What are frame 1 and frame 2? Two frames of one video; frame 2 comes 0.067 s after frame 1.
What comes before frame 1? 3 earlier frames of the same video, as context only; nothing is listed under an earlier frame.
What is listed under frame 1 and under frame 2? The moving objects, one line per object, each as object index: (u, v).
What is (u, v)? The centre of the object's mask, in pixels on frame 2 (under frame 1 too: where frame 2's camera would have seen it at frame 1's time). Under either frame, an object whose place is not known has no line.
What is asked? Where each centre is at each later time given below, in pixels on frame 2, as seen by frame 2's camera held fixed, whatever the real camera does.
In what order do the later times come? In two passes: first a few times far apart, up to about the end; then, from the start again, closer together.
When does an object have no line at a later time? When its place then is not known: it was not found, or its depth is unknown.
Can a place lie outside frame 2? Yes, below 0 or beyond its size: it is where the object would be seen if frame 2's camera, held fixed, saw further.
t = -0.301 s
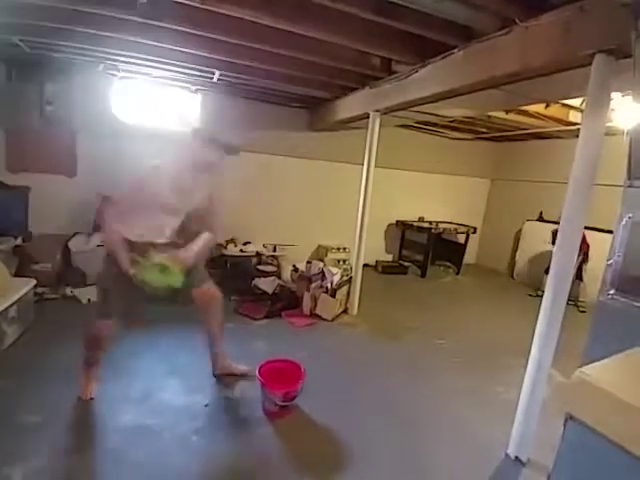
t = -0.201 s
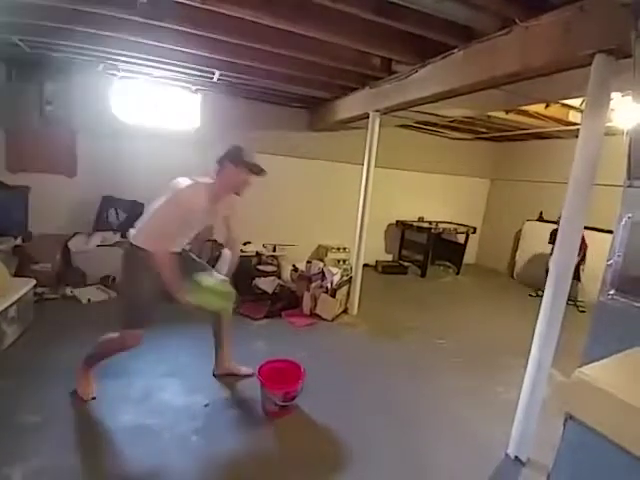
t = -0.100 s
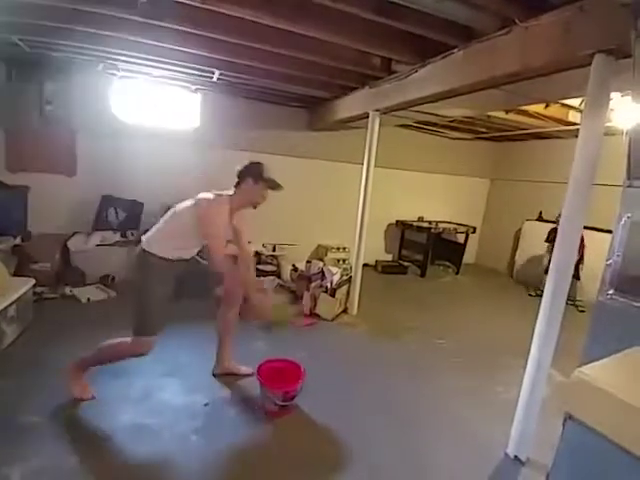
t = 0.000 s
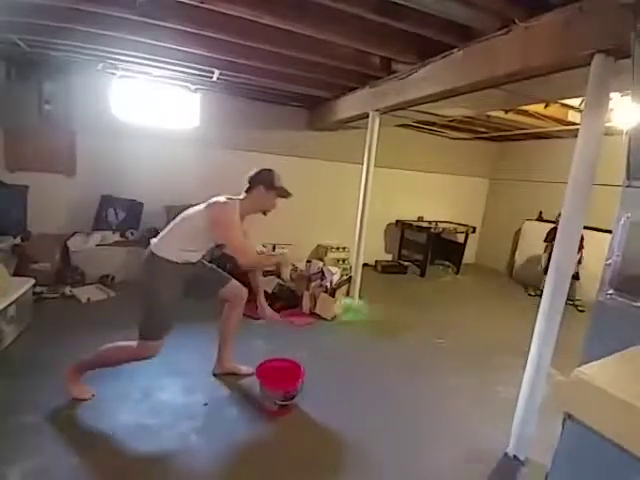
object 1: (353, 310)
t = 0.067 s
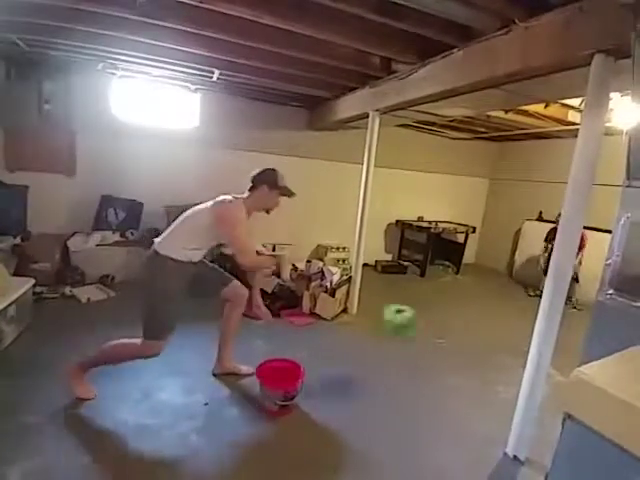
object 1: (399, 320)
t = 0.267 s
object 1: (486, 341)
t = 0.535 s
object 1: (530, 300)
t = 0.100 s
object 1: (418, 325)
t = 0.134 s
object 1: (435, 332)
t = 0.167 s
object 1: (452, 338)
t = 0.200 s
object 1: (468, 352)
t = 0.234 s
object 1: (476, 355)
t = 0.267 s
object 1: (486, 341)
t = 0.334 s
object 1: (503, 322)
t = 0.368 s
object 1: (508, 316)
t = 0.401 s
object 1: (514, 309)
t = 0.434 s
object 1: (519, 306)
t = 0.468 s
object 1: (526, 299)
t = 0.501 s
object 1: (529, 300)
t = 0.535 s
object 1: (530, 300)
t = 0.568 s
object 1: (531, 297)
